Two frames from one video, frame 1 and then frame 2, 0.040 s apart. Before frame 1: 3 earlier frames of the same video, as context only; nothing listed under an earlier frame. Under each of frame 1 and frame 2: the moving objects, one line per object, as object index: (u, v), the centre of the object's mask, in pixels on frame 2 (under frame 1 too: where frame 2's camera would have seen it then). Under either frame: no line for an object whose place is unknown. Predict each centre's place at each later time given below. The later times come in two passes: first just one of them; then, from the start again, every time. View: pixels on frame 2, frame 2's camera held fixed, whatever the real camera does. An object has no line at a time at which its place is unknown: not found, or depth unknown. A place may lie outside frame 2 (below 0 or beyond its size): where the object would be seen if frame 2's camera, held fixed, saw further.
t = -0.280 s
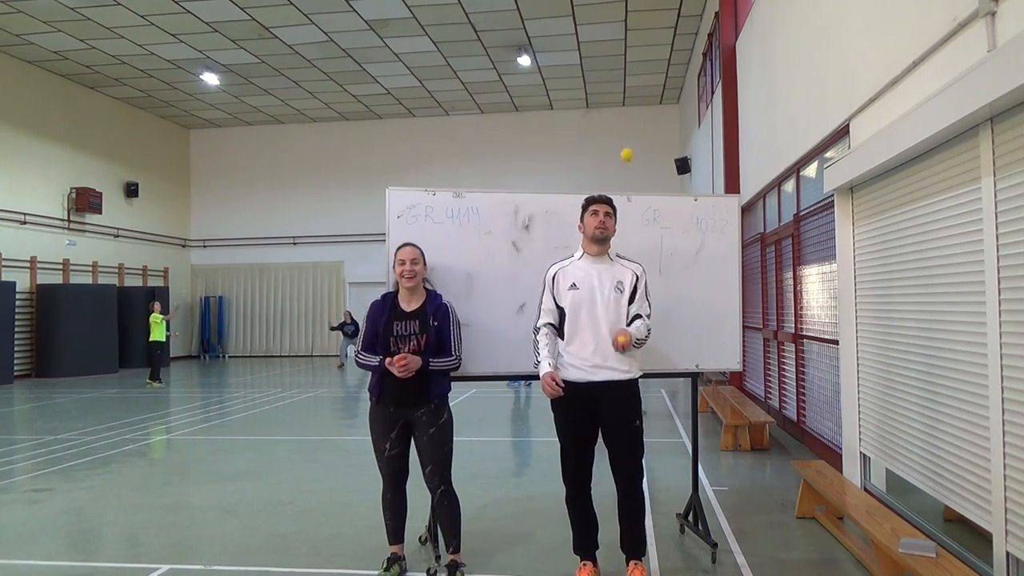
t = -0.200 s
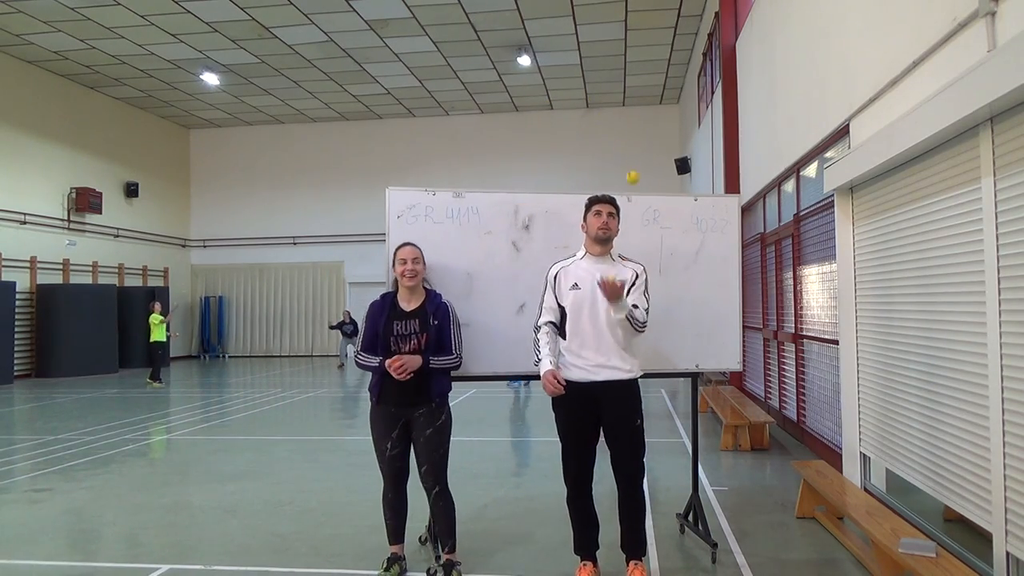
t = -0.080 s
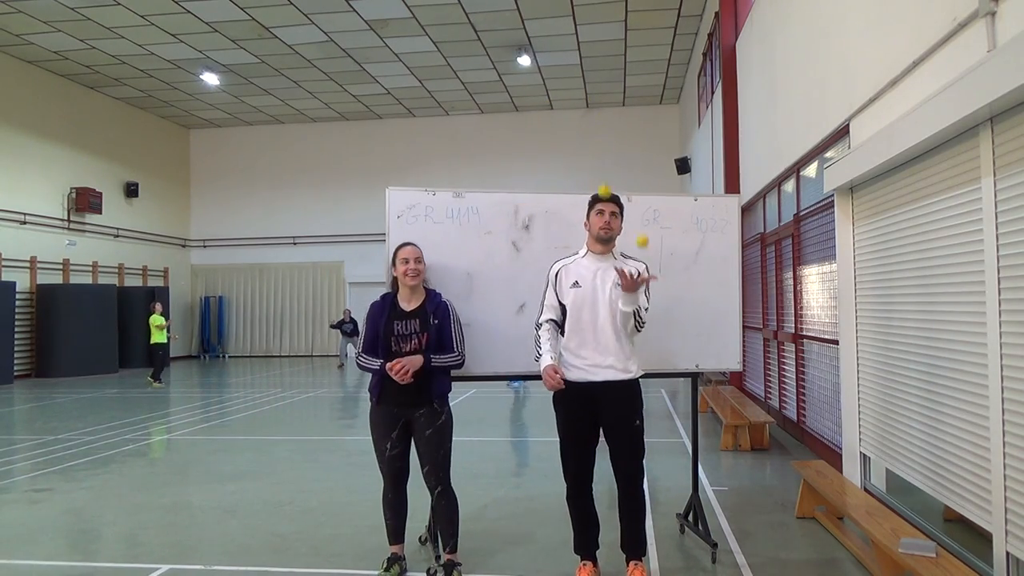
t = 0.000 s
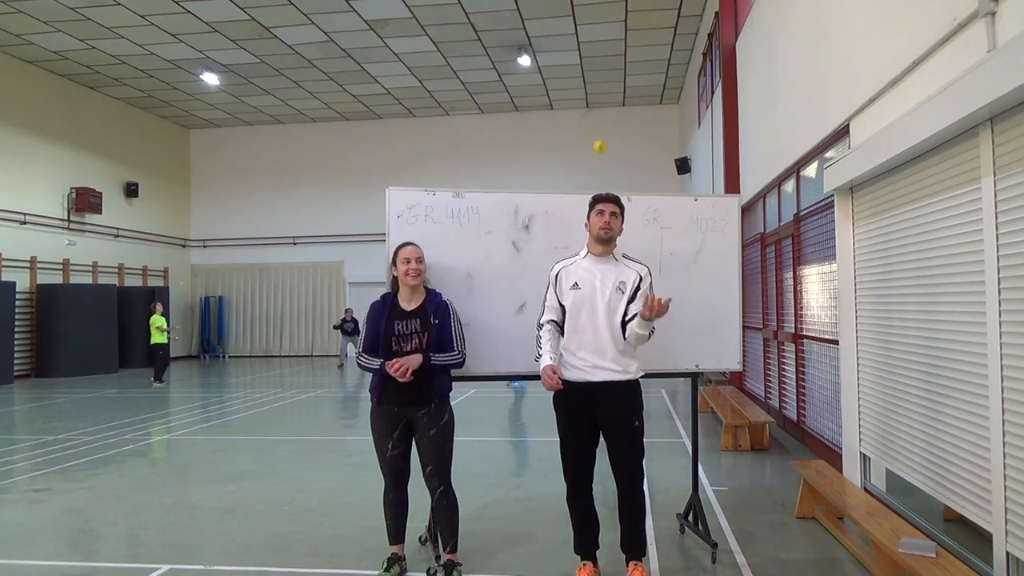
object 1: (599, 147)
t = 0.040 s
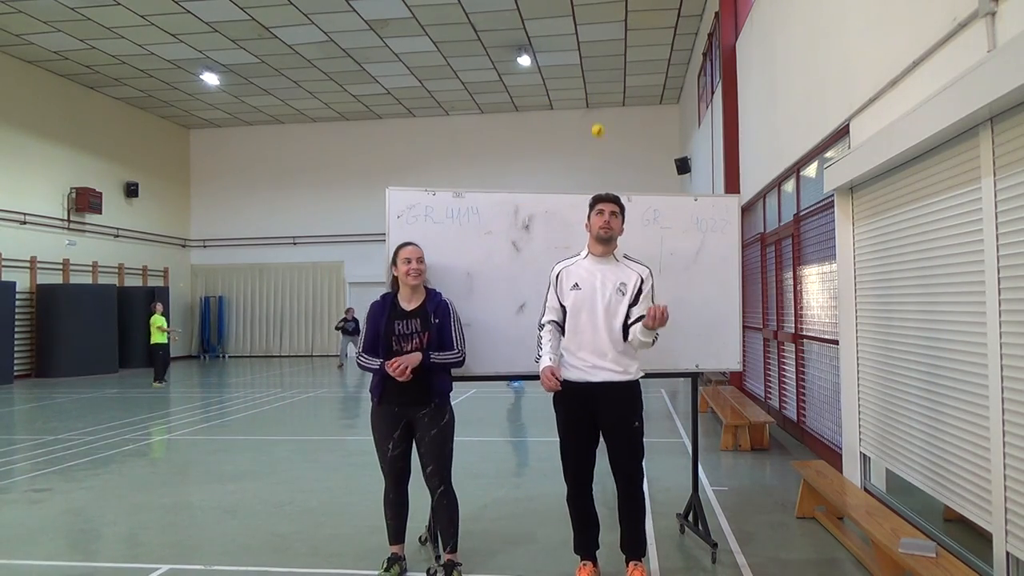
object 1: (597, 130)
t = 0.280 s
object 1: (586, 107)
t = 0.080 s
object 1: (595, 117)
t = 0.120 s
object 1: (593, 108)
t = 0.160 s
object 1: (592, 102)
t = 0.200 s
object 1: (590, 100)
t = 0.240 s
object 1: (589, 102)
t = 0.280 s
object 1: (586, 107)
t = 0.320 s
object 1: (585, 115)
